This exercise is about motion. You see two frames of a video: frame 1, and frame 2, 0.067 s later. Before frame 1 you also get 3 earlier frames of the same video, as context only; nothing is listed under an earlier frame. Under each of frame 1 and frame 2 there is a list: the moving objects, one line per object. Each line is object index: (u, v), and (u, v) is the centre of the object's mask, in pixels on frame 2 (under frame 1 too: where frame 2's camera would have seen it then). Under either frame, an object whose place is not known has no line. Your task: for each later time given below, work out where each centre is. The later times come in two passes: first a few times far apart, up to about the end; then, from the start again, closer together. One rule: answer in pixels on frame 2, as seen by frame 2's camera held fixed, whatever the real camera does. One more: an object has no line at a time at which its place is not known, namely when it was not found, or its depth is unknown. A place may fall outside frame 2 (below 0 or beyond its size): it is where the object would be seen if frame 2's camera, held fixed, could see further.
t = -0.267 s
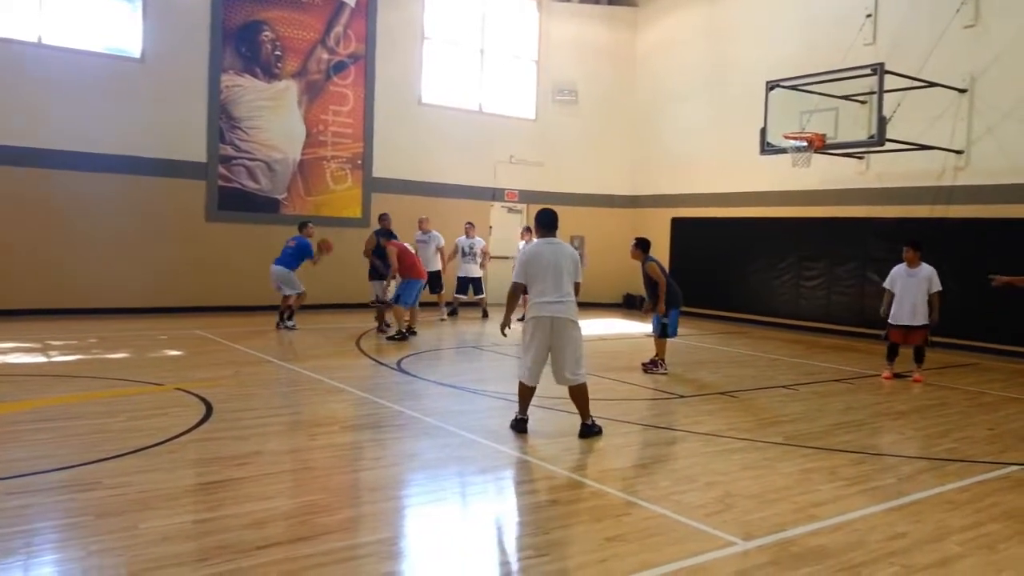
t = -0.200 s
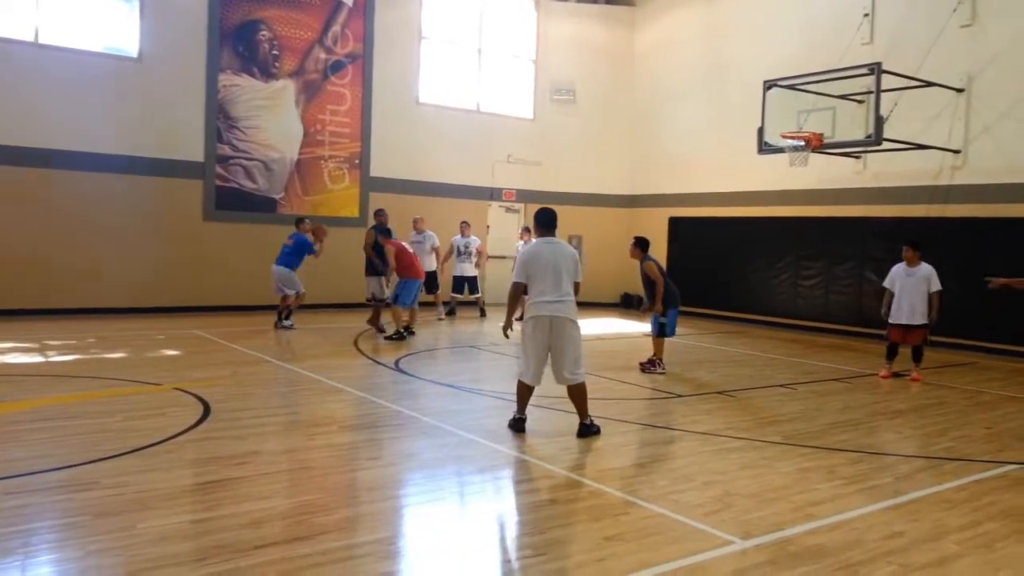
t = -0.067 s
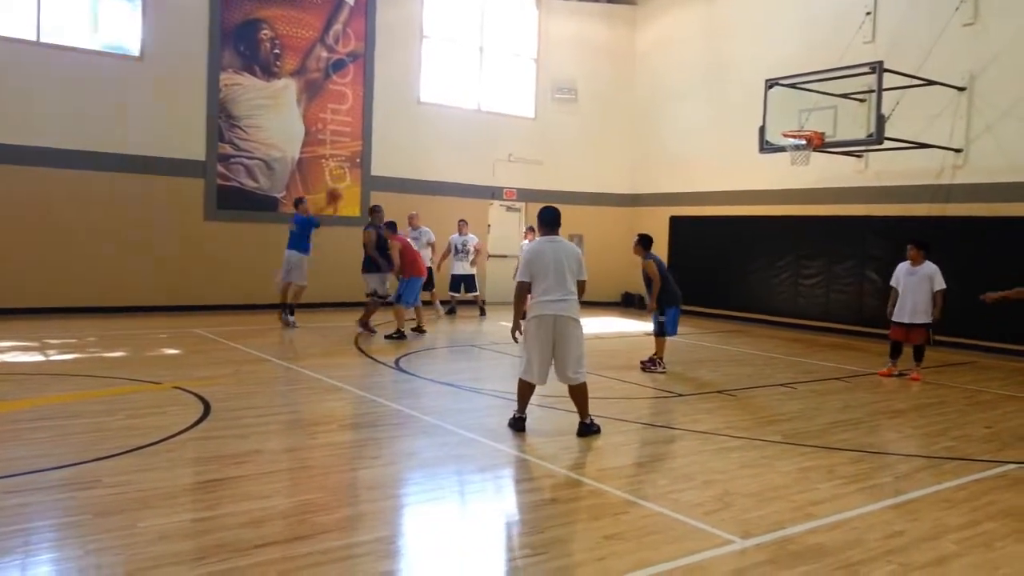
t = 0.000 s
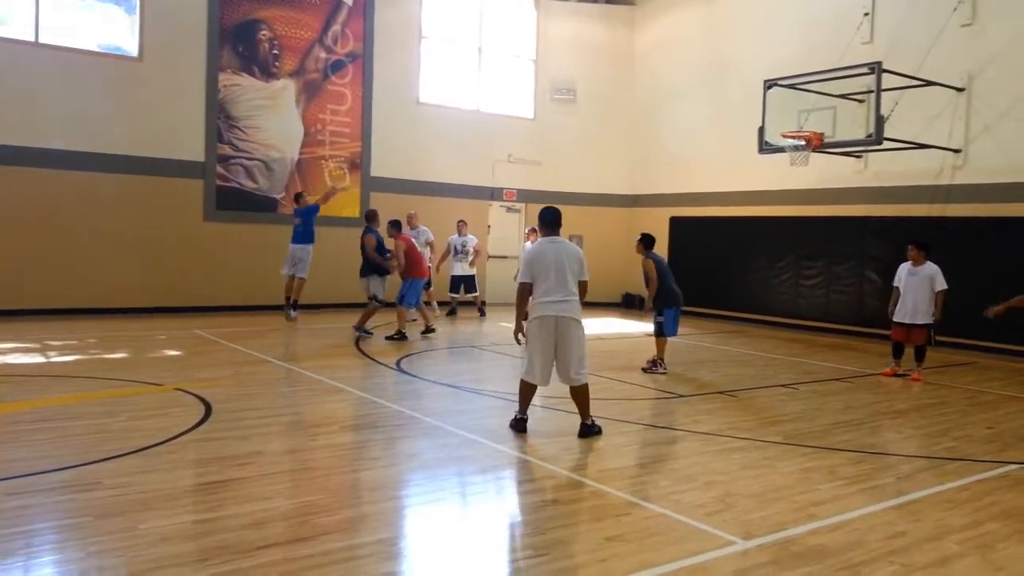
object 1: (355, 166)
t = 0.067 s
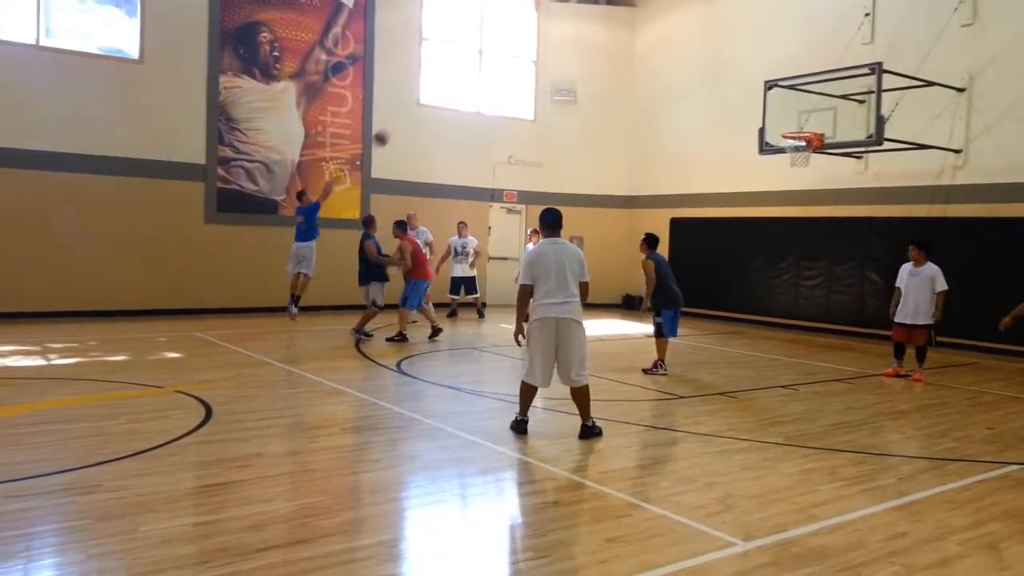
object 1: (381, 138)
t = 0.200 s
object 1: (427, 91)
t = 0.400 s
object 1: (499, 40)
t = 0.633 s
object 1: (580, 15)
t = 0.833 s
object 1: (648, 23)
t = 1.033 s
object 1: (716, 59)
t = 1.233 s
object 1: (781, 122)
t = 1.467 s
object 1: (845, 100)
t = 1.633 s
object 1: (867, 92)
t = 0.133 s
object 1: (404, 113)
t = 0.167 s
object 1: (415, 102)
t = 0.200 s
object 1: (427, 91)
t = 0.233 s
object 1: (439, 80)
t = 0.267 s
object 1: (451, 71)
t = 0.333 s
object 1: (477, 54)
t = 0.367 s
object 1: (486, 47)
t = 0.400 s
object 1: (499, 40)
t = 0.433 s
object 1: (510, 35)
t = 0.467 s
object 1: (522, 29)
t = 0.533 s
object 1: (545, 21)
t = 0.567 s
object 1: (557, 18)
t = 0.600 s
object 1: (569, 16)
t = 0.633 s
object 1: (580, 15)
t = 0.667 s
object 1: (592, 14)
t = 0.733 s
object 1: (614, 16)
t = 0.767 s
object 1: (626, 17)
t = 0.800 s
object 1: (637, 20)
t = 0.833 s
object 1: (648, 23)
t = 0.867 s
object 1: (660, 27)
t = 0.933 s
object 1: (682, 38)
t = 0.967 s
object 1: (693, 44)
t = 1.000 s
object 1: (704, 51)
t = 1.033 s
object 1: (716, 59)
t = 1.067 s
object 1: (726, 68)
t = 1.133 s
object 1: (749, 87)
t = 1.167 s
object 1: (760, 99)
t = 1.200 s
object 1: (771, 110)
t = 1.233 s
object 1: (781, 122)
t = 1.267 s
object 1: (791, 127)
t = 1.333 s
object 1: (809, 115)
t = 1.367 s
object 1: (818, 111)
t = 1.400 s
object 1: (828, 106)
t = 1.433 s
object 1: (837, 103)
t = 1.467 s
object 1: (845, 100)
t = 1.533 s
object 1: (855, 94)
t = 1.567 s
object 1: (858, 93)
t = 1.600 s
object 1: (862, 93)
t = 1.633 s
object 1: (867, 92)
